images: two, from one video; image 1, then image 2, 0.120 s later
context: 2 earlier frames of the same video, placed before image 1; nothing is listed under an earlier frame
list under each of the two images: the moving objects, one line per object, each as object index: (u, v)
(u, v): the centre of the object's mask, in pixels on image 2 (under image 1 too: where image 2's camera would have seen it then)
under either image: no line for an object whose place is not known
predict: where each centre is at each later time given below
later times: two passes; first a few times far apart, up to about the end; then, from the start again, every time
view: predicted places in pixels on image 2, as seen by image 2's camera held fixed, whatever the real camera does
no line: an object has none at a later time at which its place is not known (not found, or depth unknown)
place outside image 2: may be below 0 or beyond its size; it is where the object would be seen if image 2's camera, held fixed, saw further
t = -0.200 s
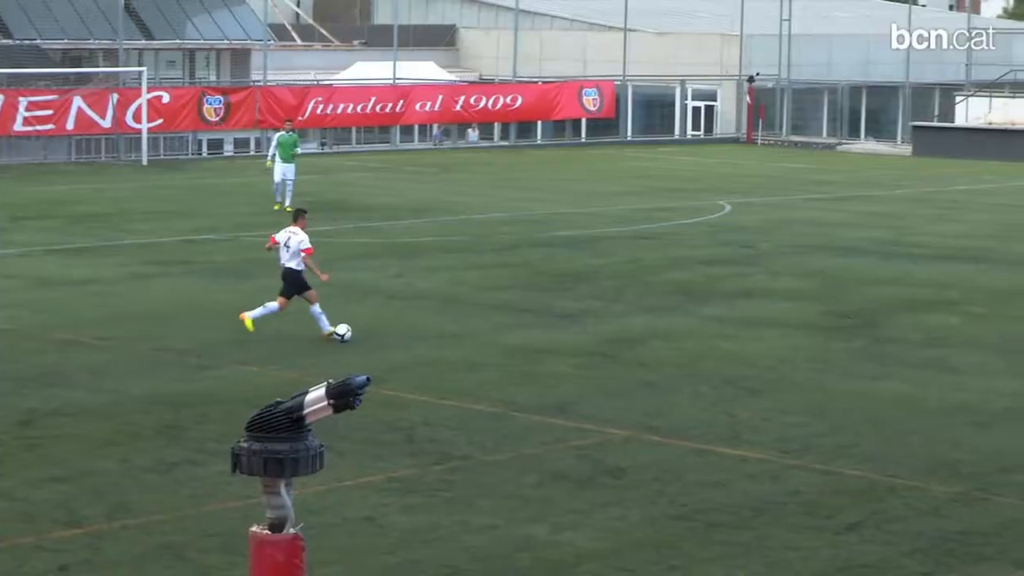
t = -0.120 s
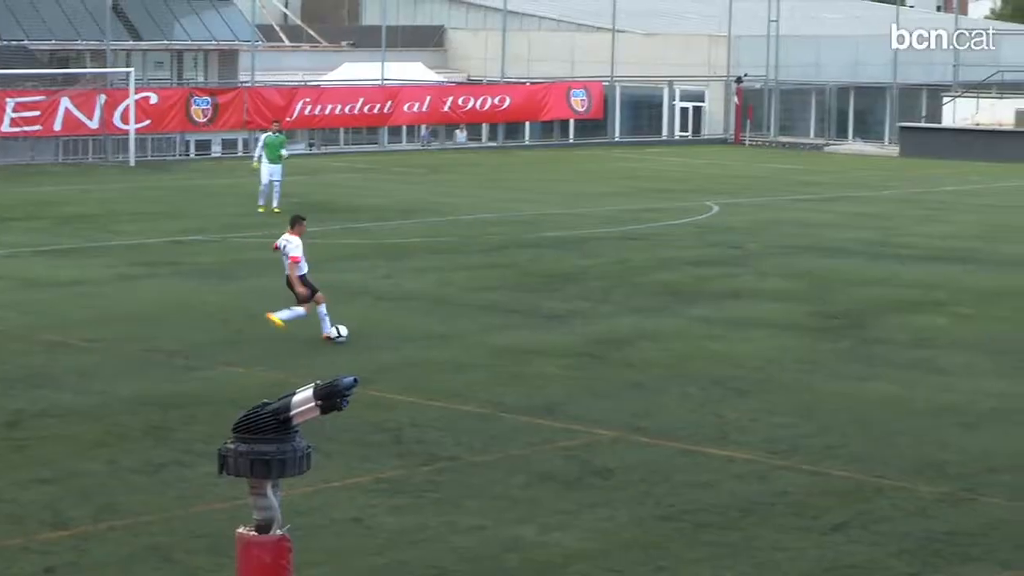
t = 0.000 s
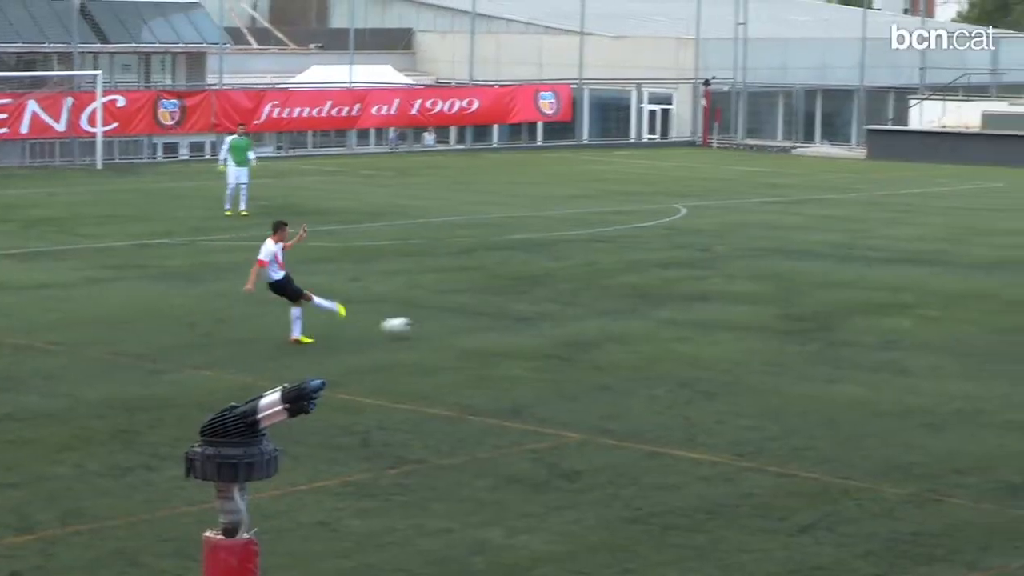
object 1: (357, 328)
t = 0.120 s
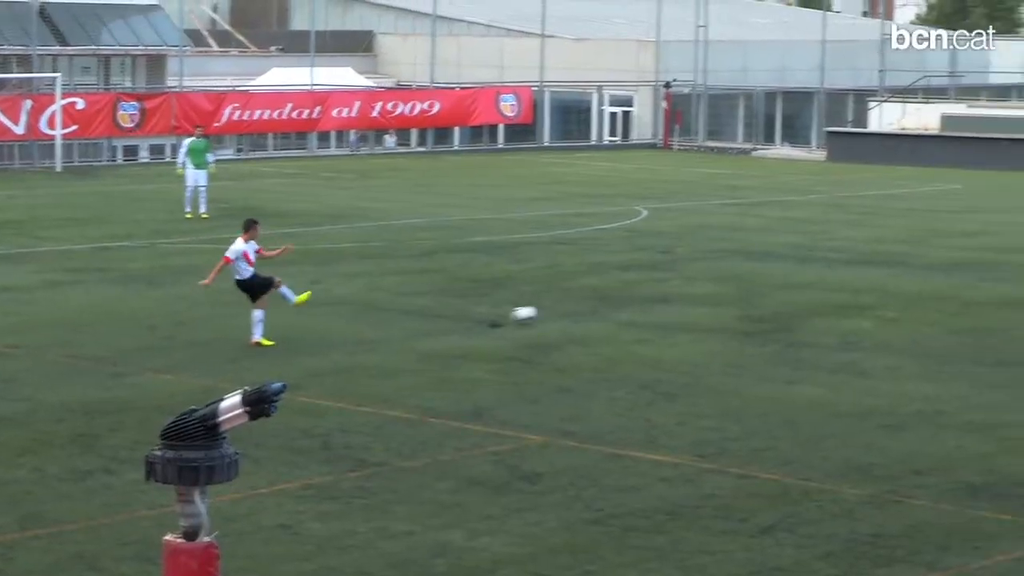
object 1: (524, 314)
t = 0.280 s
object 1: (705, 299)
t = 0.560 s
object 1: (949, 279)
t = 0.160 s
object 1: (572, 308)
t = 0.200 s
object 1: (619, 304)
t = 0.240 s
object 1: (663, 303)
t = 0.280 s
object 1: (705, 299)
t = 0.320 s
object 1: (744, 293)
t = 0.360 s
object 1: (782, 289)
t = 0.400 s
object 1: (818, 288)
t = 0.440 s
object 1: (854, 287)
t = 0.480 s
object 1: (888, 286)
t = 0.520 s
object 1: (919, 281)
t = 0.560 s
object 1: (949, 279)
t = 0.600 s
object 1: (978, 278)
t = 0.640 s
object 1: (1005, 273)
